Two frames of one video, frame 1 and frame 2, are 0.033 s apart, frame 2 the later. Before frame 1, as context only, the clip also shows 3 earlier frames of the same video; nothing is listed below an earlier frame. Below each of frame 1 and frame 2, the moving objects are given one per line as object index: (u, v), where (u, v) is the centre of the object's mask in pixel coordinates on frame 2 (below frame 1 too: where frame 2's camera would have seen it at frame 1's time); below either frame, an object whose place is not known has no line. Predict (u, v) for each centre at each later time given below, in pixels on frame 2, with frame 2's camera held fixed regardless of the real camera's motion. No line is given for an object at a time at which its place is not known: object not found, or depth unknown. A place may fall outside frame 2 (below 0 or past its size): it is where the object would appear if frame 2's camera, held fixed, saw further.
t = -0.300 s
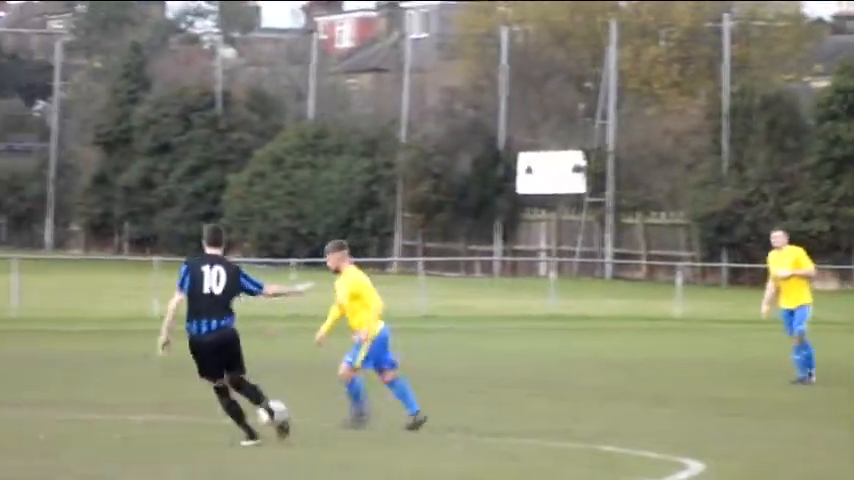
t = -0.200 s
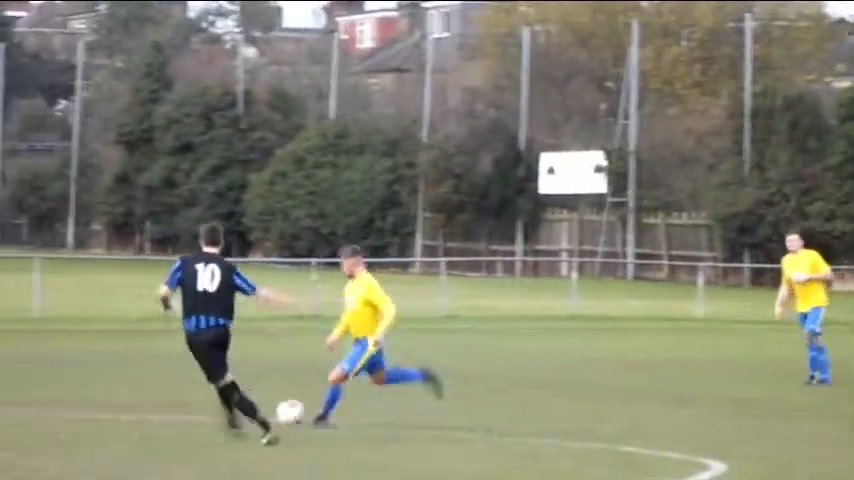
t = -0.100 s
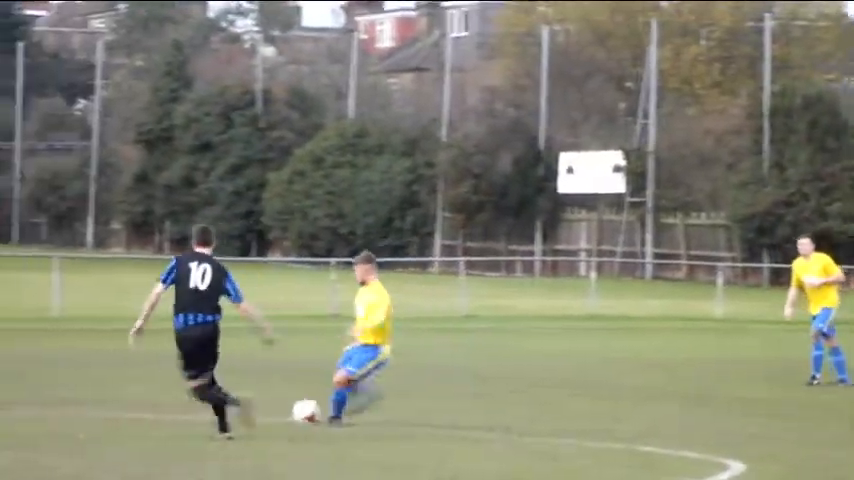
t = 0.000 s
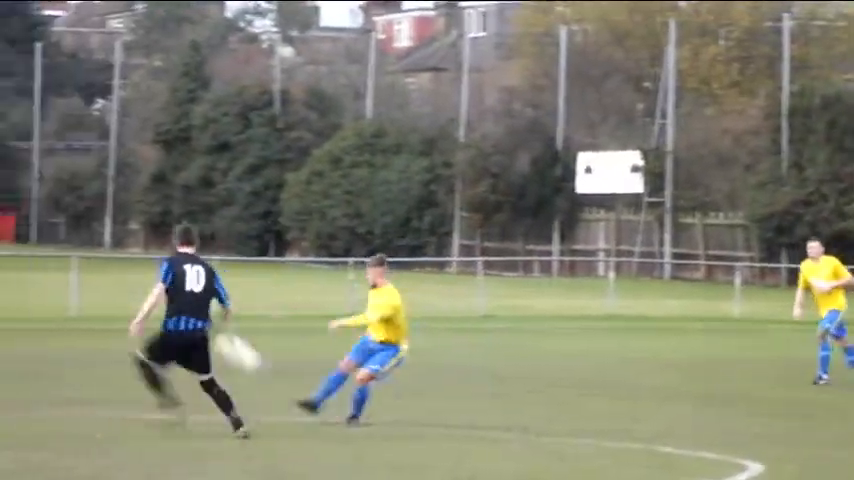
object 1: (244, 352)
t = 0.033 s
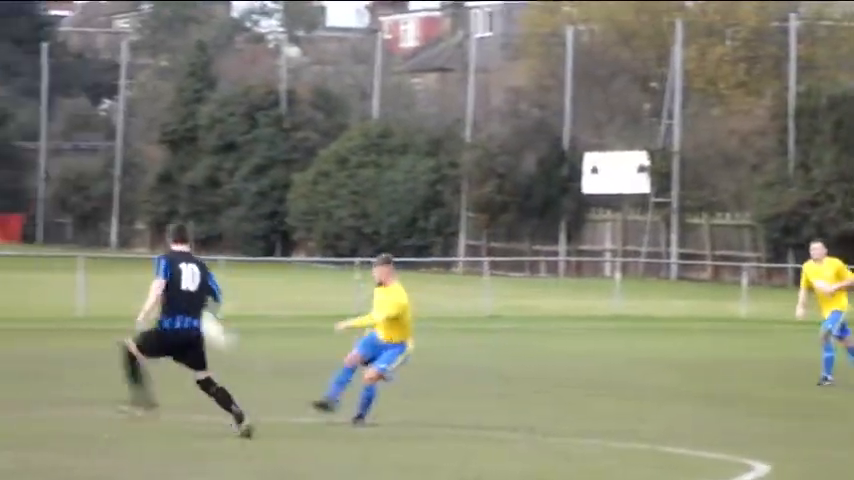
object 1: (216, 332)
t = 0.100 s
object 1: (124, 274)
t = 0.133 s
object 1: (94, 252)
